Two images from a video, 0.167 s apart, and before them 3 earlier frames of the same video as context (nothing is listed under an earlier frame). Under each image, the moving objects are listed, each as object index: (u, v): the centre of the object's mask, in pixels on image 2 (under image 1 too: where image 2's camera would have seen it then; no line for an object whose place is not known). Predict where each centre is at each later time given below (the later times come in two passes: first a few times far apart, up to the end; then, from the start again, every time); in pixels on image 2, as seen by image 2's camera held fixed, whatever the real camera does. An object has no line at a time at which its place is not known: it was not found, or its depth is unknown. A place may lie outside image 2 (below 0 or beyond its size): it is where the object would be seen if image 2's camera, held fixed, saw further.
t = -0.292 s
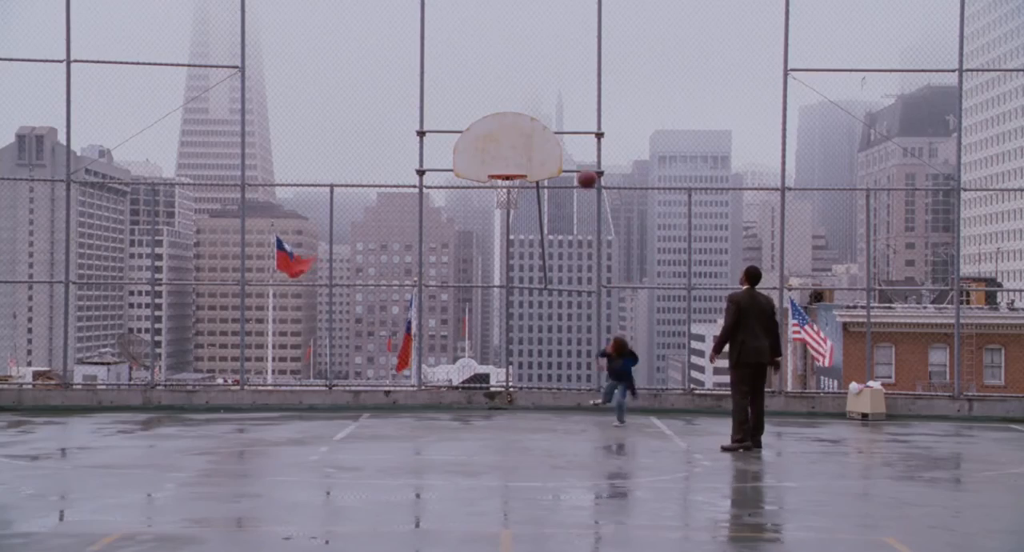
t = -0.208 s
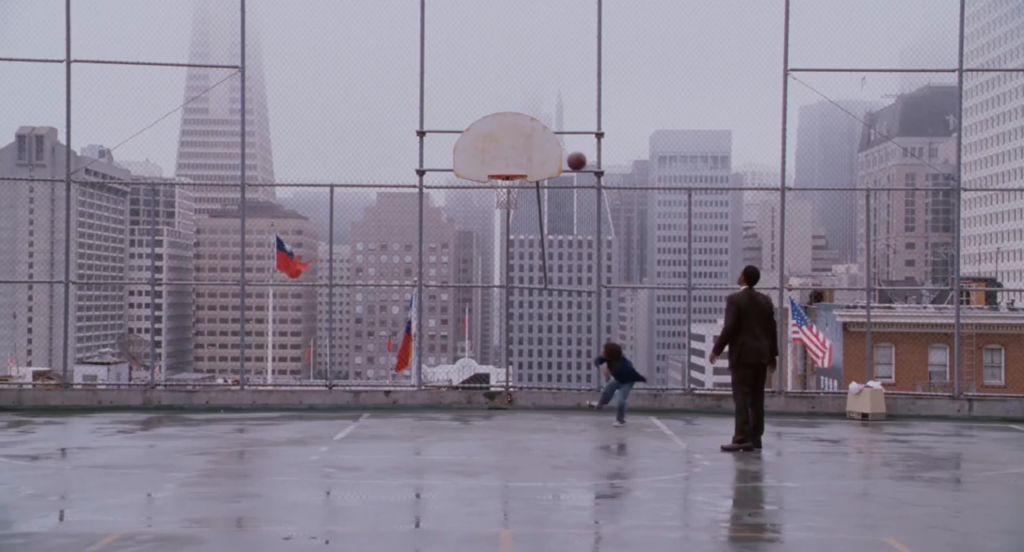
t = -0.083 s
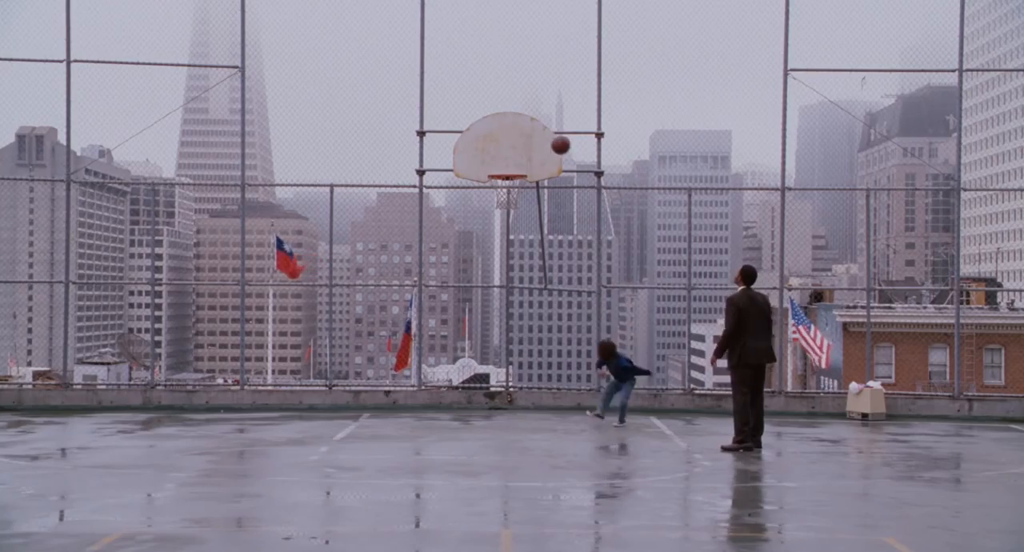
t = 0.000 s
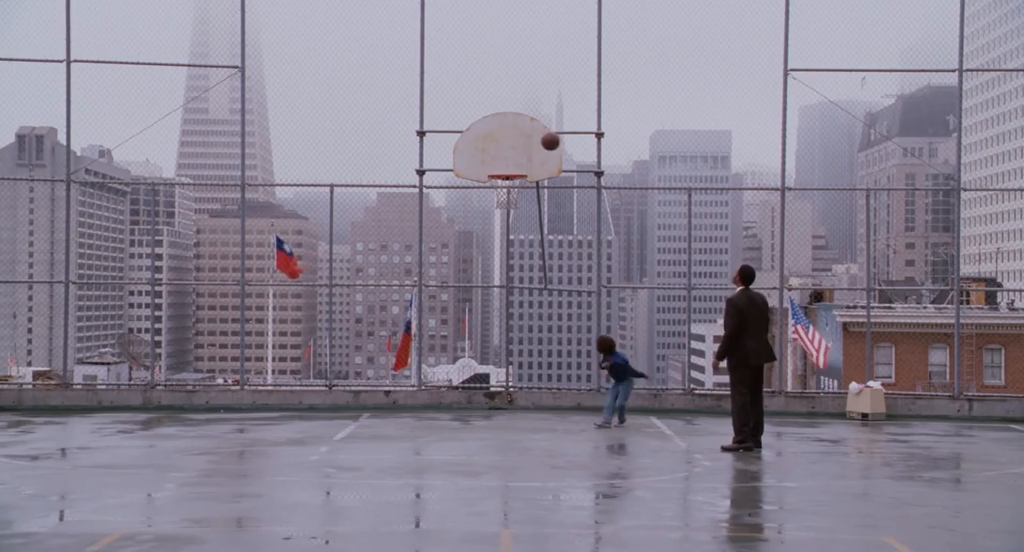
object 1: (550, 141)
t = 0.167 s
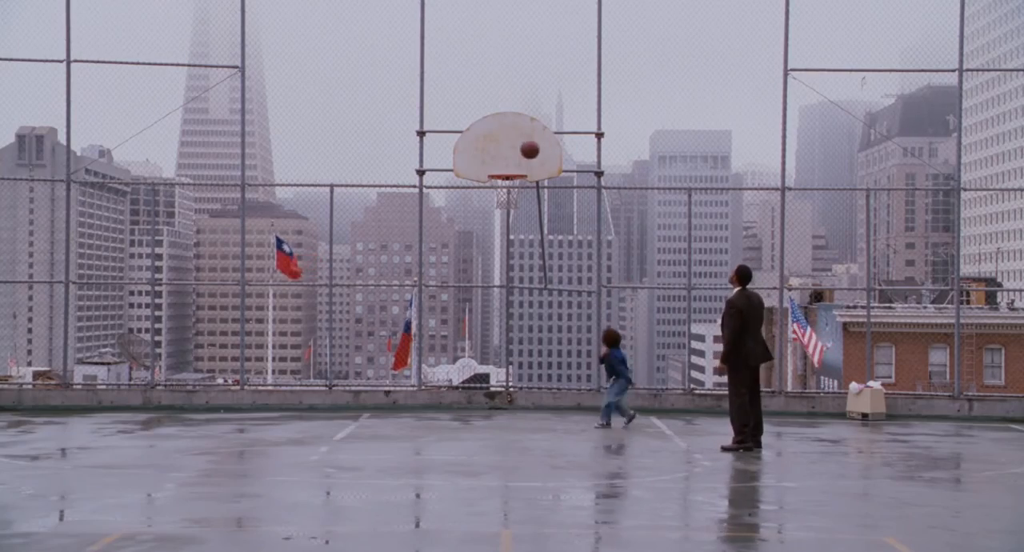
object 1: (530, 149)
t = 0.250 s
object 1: (519, 162)
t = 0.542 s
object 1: (498, 185)
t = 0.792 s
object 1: (513, 195)
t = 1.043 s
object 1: (512, 219)
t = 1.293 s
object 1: (507, 285)
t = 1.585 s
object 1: (500, 405)
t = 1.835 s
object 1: (492, 316)
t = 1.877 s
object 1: (491, 306)
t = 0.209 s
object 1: (524, 155)
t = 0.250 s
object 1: (519, 162)
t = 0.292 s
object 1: (514, 166)
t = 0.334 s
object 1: (508, 166)
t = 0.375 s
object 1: (503, 168)
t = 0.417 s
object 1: (499, 173)
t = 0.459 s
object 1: (499, 177)
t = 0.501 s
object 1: (498, 184)
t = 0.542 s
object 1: (498, 185)
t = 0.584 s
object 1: (500, 189)
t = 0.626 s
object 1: (502, 190)
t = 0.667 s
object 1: (506, 190)
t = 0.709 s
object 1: (508, 192)
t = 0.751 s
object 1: (511, 194)
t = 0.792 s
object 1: (513, 195)
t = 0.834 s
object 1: (514, 197)
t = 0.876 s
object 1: (514, 199)
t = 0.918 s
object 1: (514, 200)
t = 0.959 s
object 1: (513, 207)
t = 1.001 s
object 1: (513, 211)
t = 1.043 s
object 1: (512, 219)
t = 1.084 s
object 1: (511, 226)
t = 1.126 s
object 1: (510, 235)
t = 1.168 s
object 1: (509, 246)
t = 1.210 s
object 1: (509, 258)
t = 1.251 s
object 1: (508, 271)
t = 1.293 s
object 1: (507, 285)
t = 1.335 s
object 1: (506, 302)
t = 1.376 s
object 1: (505, 319)
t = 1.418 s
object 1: (504, 339)
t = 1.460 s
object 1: (503, 358)
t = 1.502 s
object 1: (502, 380)
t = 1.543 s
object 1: (502, 404)
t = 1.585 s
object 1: (500, 405)
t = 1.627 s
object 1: (499, 389)
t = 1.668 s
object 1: (498, 368)
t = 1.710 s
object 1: (496, 355)
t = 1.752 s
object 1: (494, 340)
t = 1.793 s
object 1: (494, 328)
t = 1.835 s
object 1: (492, 316)
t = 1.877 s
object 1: (491, 306)
